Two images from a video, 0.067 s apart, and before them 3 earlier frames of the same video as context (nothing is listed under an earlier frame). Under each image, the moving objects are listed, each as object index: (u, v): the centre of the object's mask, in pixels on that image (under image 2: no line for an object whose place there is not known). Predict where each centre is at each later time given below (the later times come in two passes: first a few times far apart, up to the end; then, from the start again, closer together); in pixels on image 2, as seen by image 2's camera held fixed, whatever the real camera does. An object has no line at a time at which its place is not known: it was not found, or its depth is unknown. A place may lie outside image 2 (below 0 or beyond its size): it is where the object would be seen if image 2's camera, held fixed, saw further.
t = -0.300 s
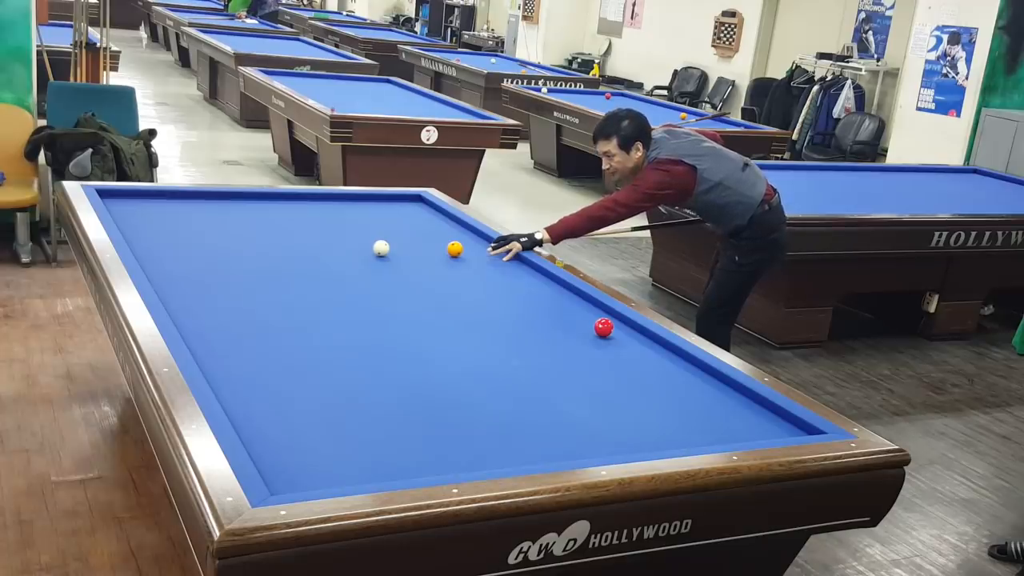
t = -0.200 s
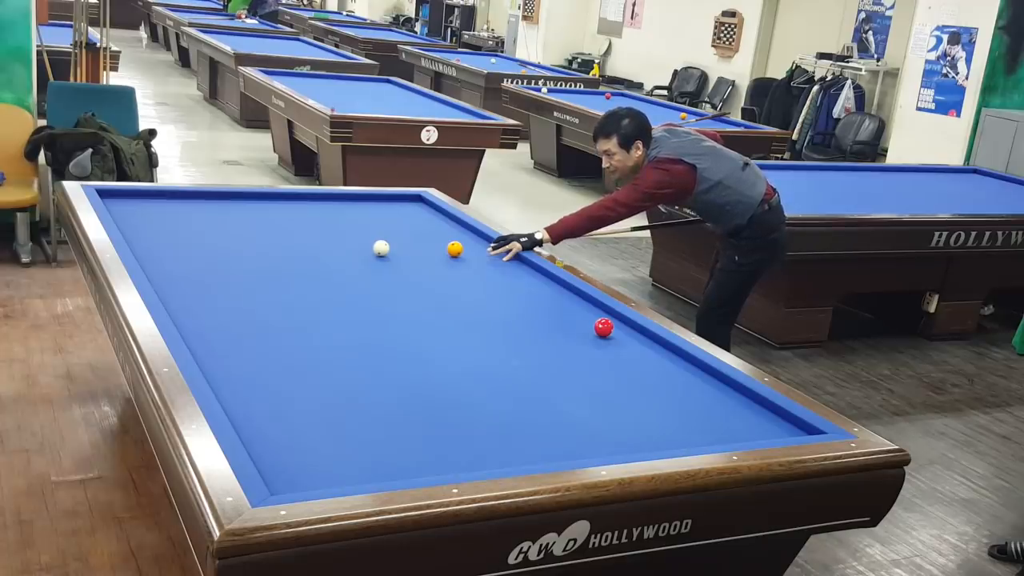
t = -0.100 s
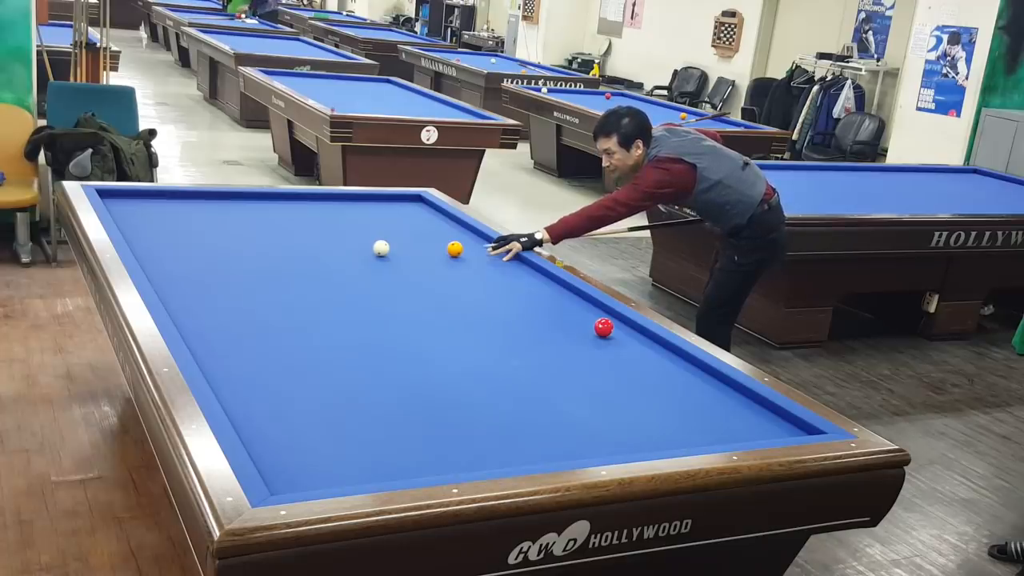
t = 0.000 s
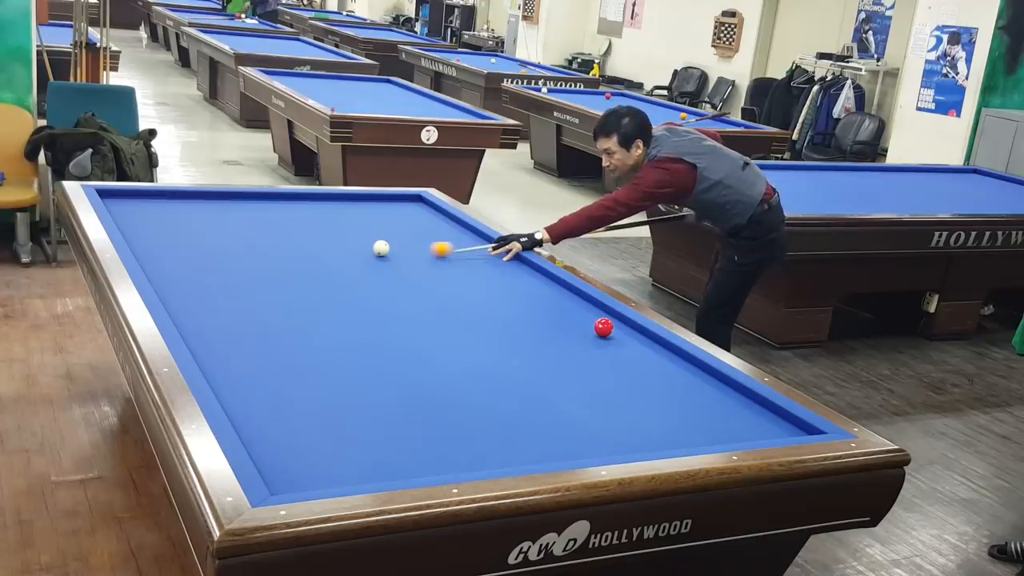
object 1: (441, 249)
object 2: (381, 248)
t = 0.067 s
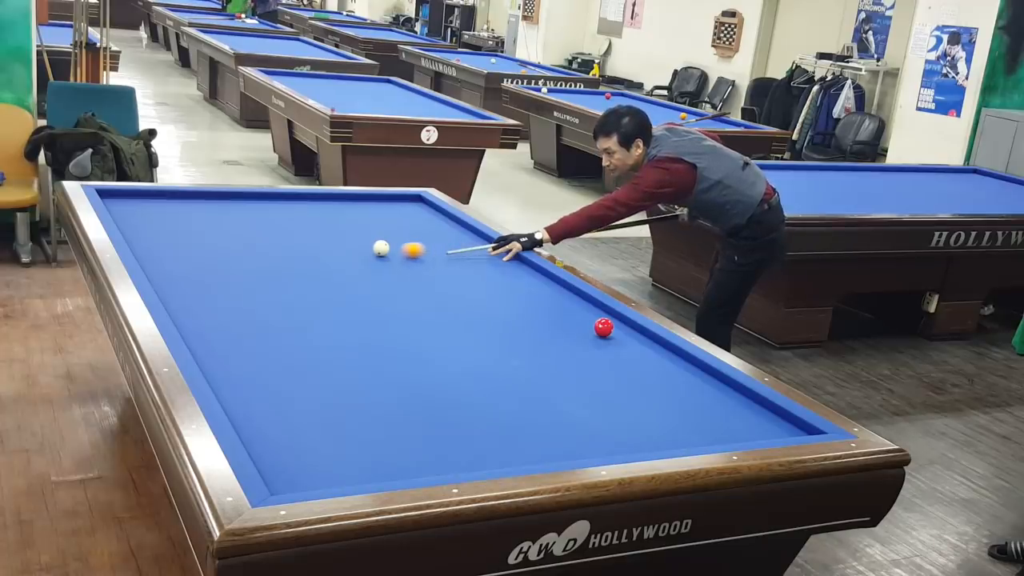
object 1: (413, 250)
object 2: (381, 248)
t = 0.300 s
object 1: (370, 261)
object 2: (340, 240)
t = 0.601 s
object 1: (336, 277)
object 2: (287, 230)
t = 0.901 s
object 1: (297, 295)
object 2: (236, 220)
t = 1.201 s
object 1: (253, 315)
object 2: (188, 211)
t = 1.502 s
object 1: (203, 337)
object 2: (142, 202)
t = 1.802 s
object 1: (244, 361)
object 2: (109, 194)
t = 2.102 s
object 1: (304, 384)
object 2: (130, 194)
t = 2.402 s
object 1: (367, 410)
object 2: (152, 198)
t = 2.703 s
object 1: (434, 437)
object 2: (174, 202)
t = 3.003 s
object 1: (504, 460)
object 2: (195, 205)
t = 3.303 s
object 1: (524, 439)
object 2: (215, 209)
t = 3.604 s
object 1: (541, 418)
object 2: (235, 212)
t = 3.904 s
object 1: (556, 400)
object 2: (254, 215)
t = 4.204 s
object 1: (570, 384)
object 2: (272, 218)
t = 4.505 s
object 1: (582, 369)
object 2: (289, 220)
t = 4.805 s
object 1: (594, 356)
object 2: (306, 223)
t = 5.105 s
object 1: (604, 345)
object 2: (321, 226)
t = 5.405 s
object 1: (614, 334)
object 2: (336, 228)
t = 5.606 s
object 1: (625, 331)
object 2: (345, 229)
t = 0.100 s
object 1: (400, 250)
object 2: (381, 248)
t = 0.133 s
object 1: (392, 252)
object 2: (375, 246)
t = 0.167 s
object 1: (387, 254)
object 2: (367, 245)
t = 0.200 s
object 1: (383, 256)
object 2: (359, 244)
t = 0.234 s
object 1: (378, 258)
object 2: (353, 242)
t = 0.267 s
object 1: (374, 260)
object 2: (346, 241)
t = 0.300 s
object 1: (370, 261)
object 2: (340, 240)
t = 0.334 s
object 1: (367, 263)
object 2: (334, 239)
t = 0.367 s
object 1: (363, 265)
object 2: (328, 238)
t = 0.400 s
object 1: (359, 267)
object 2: (322, 237)
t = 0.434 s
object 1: (356, 268)
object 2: (316, 236)
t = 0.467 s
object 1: (352, 270)
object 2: (311, 235)
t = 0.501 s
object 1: (347, 272)
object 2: (305, 234)
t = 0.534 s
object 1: (344, 274)
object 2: (299, 232)
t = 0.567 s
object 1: (340, 276)
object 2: (293, 231)
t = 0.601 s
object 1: (336, 277)
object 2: (287, 230)
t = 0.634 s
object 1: (331, 279)
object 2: (282, 229)
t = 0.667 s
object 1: (327, 281)
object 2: (276, 228)
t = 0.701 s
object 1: (323, 283)
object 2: (270, 227)
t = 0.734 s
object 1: (319, 285)
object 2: (264, 226)
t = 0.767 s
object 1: (315, 287)
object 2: (259, 225)
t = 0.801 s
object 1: (310, 289)
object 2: (253, 224)
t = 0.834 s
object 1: (306, 291)
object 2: (248, 223)
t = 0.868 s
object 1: (301, 293)
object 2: (242, 222)
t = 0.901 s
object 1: (297, 295)
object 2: (236, 220)
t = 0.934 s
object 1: (292, 297)
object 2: (231, 220)
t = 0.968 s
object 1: (287, 299)
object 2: (225, 218)
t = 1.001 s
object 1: (282, 301)
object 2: (220, 217)
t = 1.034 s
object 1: (278, 304)
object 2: (215, 216)
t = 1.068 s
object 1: (273, 306)
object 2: (209, 215)
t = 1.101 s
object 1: (268, 308)
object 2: (204, 214)
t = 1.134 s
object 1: (263, 310)
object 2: (199, 213)
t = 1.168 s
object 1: (258, 313)
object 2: (193, 212)
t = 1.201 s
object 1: (253, 315)
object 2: (188, 211)
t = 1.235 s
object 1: (247, 317)
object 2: (183, 210)
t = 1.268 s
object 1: (242, 320)
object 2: (177, 209)
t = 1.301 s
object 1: (237, 322)
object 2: (172, 208)
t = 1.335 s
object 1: (231, 325)
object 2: (167, 207)
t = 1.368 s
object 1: (225, 327)
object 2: (162, 206)
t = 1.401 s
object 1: (220, 330)
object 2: (157, 205)
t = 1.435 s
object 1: (214, 332)
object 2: (152, 204)
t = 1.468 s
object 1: (209, 335)
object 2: (147, 203)
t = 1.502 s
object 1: (203, 337)
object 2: (142, 202)
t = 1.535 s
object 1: (197, 340)
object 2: (137, 201)
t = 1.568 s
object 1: (197, 343)
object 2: (132, 200)
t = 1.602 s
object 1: (205, 345)
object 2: (127, 199)
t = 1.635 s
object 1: (212, 348)
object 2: (122, 198)
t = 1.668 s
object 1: (218, 350)
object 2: (117, 197)
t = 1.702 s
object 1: (224, 353)
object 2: (112, 196)
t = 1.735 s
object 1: (231, 355)
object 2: (108, 195)
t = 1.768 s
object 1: (237, 358)
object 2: (106, 195)
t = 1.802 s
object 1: (244, 361)
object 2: (109, 194)
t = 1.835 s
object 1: (250, 363)
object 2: (111, 194)
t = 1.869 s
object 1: (257, 366)
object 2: (113, 193)
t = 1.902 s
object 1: (263, 368)
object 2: (115, 193)
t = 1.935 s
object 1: (270, 371)
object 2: (117, 192)
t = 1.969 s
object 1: (277, 374)
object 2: (120, 193)
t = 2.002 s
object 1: (283, 376)
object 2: (122, 193)
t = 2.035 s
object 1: (290, 379)
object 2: (125, 193)
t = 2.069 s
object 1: (297, 382)
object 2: (127, 194)
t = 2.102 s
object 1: (304, 384)
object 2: (130, 194)
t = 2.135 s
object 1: (311, 387)
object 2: (132, 195)
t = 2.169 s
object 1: (318, 390)
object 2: (135, 195)
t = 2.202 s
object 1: (324, 393)
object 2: (137, 195)
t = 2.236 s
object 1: (332, 396)
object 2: (140, 196)
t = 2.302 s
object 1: (346, 401)
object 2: (145, 197)
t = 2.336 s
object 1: (353, 404)
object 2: (148, 197)
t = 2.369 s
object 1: (360, 407)
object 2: (150, 197)
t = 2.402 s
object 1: (367, 410)
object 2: (152, 198)
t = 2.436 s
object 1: (374, 413)
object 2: (155, 198)
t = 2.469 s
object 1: (382, 416)
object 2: (157, 199)
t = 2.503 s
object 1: (389, 419)
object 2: (160, 199)
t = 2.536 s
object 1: (396, 422)
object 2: (162, 200)
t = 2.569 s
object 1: (404, 425)
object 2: (165, 200)
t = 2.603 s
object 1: (411, 428)
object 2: (167, 200)
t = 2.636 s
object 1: (419, 431)
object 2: (169, 201)
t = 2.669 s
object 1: (427, 434)
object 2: (172, 201)
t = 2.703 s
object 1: (434, 437)
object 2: (174, 202)
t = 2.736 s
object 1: (442, 440)
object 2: (176, 202)
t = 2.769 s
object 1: (450, 443)
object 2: (179, 202)
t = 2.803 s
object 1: (457, 447)
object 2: (181, 203)
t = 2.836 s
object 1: (465, 450)
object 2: (184, 203)
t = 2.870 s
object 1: (473, 453)
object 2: (186, 203)
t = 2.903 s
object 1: (481, 456)
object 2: (188, 204)
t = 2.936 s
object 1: (489, 458)
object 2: (190, 204)
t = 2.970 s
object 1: (497, 460)
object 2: (193, 205)
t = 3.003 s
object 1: (504, 460)
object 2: (195, 205)
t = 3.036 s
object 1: (506, 458)
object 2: (198, 206)
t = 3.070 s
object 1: (508, 456)
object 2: (200, 206)
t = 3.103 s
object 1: (510, 454)
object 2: (202, 206)
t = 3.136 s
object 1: (512, 452)
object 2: (204, 207)
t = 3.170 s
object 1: (515, 449)
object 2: (207, 207)
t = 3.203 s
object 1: (517, 447)
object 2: (209, 207)
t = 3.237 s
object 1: (519, 444)
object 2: (211, 208)
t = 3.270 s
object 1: (521, 442)
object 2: (213, 208)
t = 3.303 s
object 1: (524, 439)
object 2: (215, 209)
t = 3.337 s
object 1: (525, 437)
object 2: (218, 209)
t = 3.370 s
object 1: (527, 434)
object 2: (220, 209)
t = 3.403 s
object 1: (529, 432)
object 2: (222, 210)
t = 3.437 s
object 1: (531, 430)
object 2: (224, 210)
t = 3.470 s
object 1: (533, 427)
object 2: (227, 210)
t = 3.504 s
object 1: (535, 425)
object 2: (229, 211)
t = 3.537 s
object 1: (537, 423)
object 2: (231, 211)
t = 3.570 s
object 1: (539, 420)
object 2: (233, 211)
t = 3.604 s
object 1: (541, 418)
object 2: (235, 212)
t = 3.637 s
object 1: (543, 416)
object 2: (237, 213)
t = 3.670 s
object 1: (545, 414)
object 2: (240, 213)
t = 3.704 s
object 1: (546, 412)
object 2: (242, 213)
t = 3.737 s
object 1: (548, 410)
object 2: (244, 213)
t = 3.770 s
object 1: (550, 408)
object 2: (246, 214)
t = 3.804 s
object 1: (552, 406)
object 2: (248, 214)
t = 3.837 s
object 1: (553, 404)
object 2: (250, 214)
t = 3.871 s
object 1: (555, 402)
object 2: (252, 215)
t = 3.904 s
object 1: (556, 400)
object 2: (254, 215)
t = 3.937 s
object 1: (558, 398)
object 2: (256, 215)
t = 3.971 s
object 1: (559, 396)
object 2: (258, 215)
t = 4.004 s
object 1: (561, 395)
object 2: (260, 216)
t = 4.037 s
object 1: (562, 393)
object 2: (262, 216)
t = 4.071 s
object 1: (564, 391)
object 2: (264, 217)
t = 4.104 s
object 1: (566, 389)
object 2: (266, 217)
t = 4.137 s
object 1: (567, 387)
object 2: (268, 217)
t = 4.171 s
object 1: (569, 385)
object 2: (270, 218)
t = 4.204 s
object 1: (570, 384)
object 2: (272, 218)
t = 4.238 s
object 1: (571, 382)
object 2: (274, 218)
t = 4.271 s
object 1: (573, 380)
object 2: (276, 218)
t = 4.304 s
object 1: (574, 378)
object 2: (278, 219)
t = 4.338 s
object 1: (576, 377)
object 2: (280, 219)
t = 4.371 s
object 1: (577, 375)
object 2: (282, 219)
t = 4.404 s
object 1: (579, 374)
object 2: (284, 220)
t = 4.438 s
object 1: (580, 372)
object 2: (286, 220)
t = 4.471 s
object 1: (581, 371)
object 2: (288, 220)
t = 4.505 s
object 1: (582, 369)
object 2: (289, 220)
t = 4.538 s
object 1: (584, 368)
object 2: (291, 221)
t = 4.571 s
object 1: (585, 366)
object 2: (293, 221)
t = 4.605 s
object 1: (587, 365)
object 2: (295, 222)
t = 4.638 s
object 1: (588, 363)
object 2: (297, 222)
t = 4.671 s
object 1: (589, 362)
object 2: (299, 222)
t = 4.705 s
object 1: (590, 360)
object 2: (301, 222)
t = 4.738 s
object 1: (591, 359)
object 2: (302, 223)
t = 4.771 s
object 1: (593, 358)
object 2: (304, 223)
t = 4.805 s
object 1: (594, 356)
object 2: (306, 223)
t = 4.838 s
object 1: (595, 355)
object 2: (308, 223)
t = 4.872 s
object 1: (596, 354)
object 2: (310, 224)
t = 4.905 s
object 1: (597, 352)
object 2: (311, 224)
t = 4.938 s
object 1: (598, 351)
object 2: (313, 224)
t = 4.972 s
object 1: (600, 350)
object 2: (315, 225)
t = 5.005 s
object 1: (601, 348)
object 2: (317, 225)
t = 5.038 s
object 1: (602, 347)
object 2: (318, 225)
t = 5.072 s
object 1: (603, 346)
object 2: (320, 226)
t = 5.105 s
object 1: (604, 345)
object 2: (321, 226)
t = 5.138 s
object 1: (605, 343)
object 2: (323, 226)
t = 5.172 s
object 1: (606, 342)
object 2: (325, 226)
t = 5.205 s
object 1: (607, 341)
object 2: (327, 226)
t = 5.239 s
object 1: (608, 340)
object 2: (328, 227)
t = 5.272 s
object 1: (610, 339)
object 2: (330, 227)
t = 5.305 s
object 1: (611, 337)
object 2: (331, 227)
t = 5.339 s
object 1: (611, 336)
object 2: (333, 227)
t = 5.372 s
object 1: (612, 335)
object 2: (335, 228)
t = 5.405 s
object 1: (614, 334)
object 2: (336, 228)
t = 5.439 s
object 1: (615, 334)
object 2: (338, 228)
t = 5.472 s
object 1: (617, 333)
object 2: (339, 228)
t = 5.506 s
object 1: (618, 332)
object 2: (341, 229)
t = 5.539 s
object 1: (621, 332)
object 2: (342, 229)
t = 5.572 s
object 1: (622, 332)
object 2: (344, 229)
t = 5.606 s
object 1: (625, 331)
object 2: (345, 229)
